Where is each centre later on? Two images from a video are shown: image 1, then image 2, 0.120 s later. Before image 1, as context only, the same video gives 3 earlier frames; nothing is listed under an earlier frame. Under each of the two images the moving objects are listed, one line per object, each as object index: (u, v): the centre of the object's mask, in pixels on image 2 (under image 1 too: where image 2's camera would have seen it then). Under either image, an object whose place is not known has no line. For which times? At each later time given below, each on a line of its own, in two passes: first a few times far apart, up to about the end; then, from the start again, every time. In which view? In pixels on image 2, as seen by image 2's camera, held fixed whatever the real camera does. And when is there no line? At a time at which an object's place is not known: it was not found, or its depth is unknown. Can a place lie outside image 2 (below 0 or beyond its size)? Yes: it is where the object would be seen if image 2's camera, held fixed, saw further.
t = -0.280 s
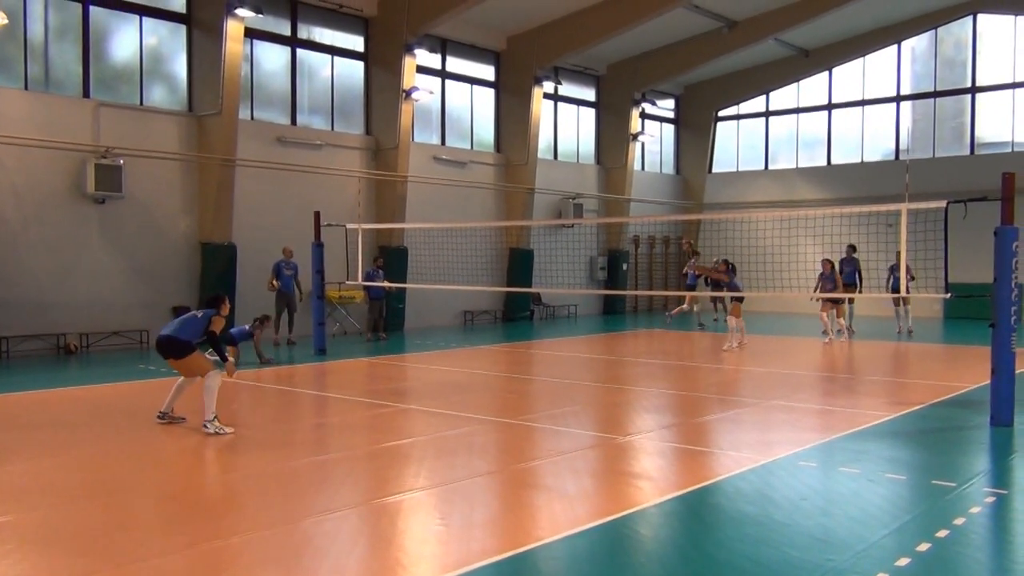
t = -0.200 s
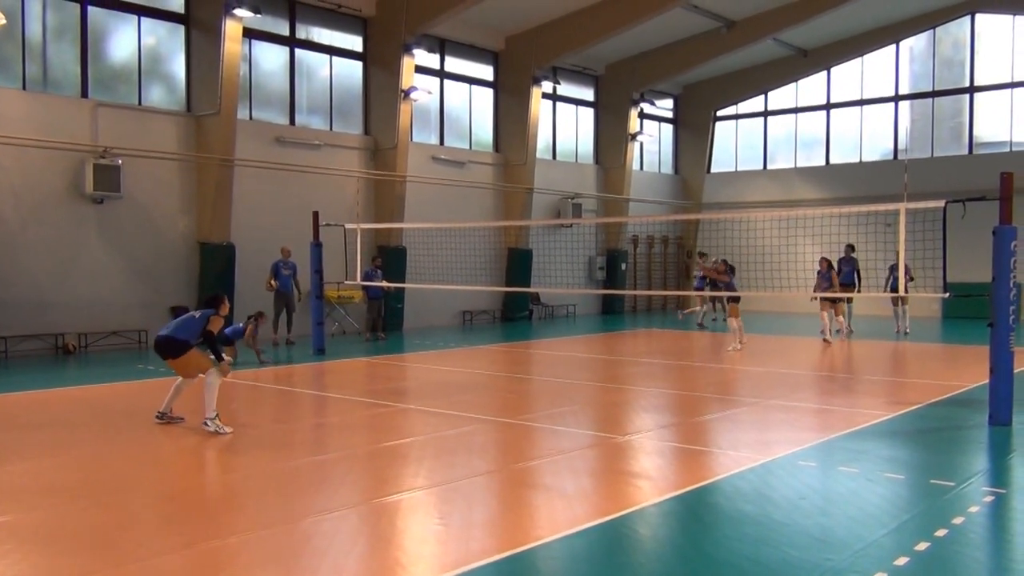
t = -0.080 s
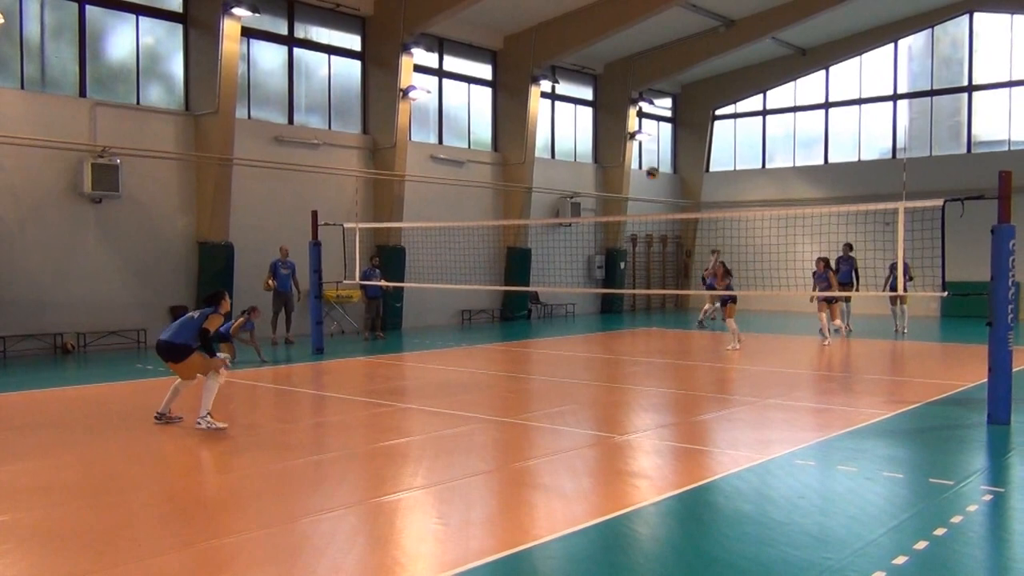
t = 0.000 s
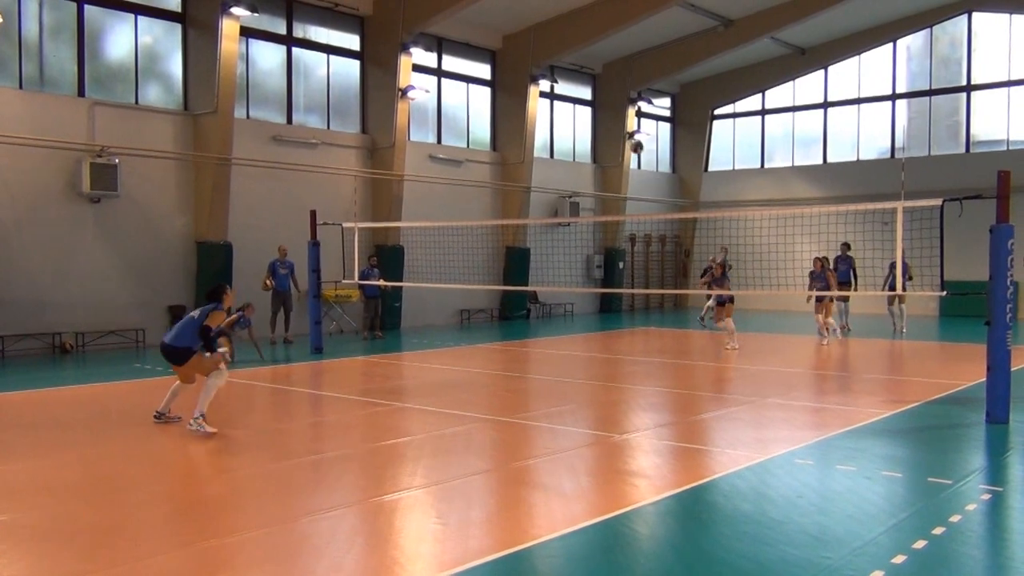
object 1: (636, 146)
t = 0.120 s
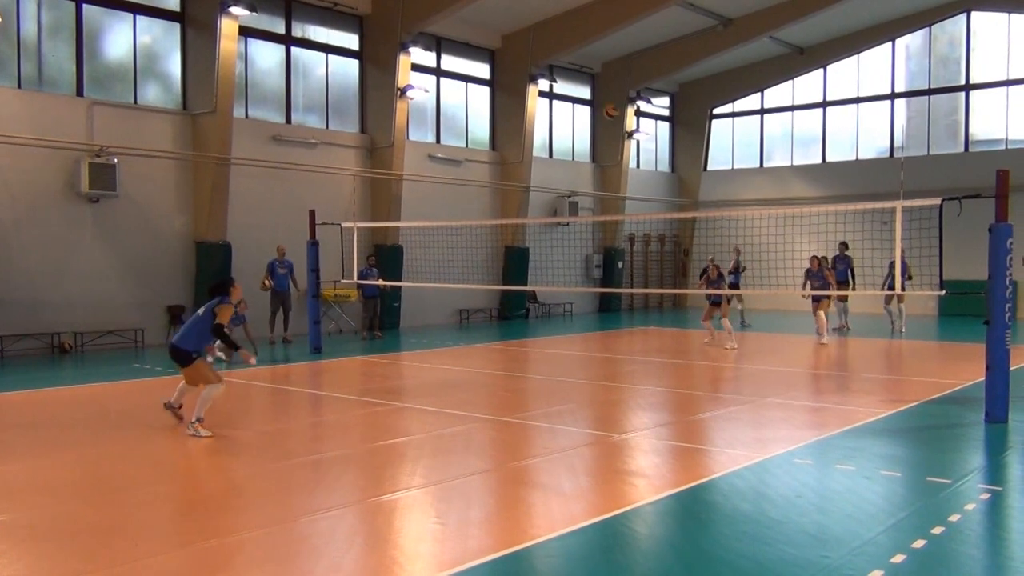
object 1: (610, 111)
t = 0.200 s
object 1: (593, 93)
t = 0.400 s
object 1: (540, 57)
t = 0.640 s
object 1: (460, 58)
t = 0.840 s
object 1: (370, 120)
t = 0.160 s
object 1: (602, 102)
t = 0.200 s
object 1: (593, 93)
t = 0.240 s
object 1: (582, 83)
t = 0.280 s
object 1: (573, 74)
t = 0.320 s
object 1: (562, 68)
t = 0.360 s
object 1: (550, 61)
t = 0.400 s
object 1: (540, 57)
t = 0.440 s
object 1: (528, 53)
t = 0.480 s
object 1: (516, 50)
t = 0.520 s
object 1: (502, 51)
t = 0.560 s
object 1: (490, 51)
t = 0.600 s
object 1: (476, 53)
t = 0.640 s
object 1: (460, 58)
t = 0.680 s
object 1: (444, 65)
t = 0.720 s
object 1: (428, 74)
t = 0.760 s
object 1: (409, 87)
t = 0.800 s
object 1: (392, 100)
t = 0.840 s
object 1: (370, 120)
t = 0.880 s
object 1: (350, 139)
